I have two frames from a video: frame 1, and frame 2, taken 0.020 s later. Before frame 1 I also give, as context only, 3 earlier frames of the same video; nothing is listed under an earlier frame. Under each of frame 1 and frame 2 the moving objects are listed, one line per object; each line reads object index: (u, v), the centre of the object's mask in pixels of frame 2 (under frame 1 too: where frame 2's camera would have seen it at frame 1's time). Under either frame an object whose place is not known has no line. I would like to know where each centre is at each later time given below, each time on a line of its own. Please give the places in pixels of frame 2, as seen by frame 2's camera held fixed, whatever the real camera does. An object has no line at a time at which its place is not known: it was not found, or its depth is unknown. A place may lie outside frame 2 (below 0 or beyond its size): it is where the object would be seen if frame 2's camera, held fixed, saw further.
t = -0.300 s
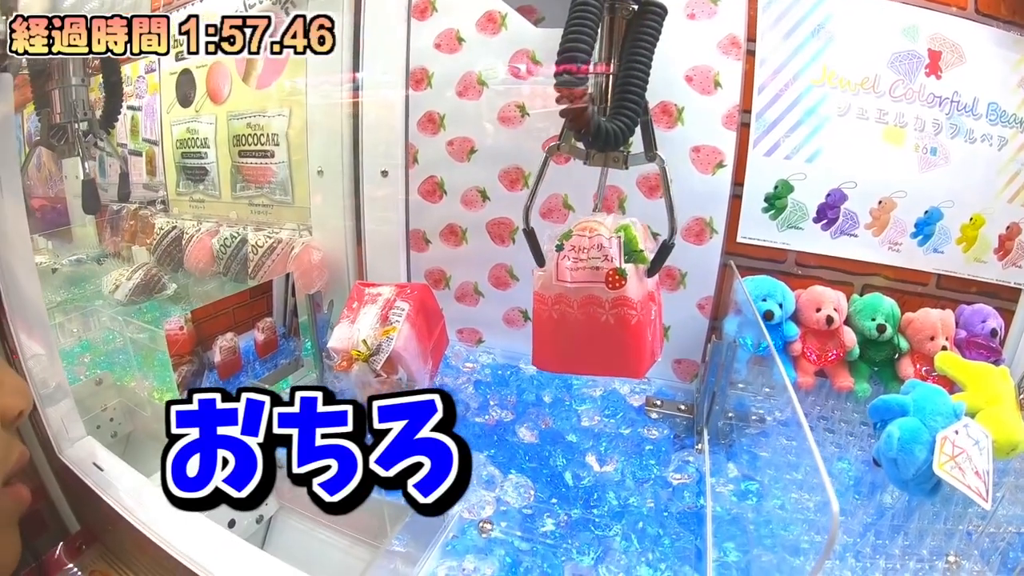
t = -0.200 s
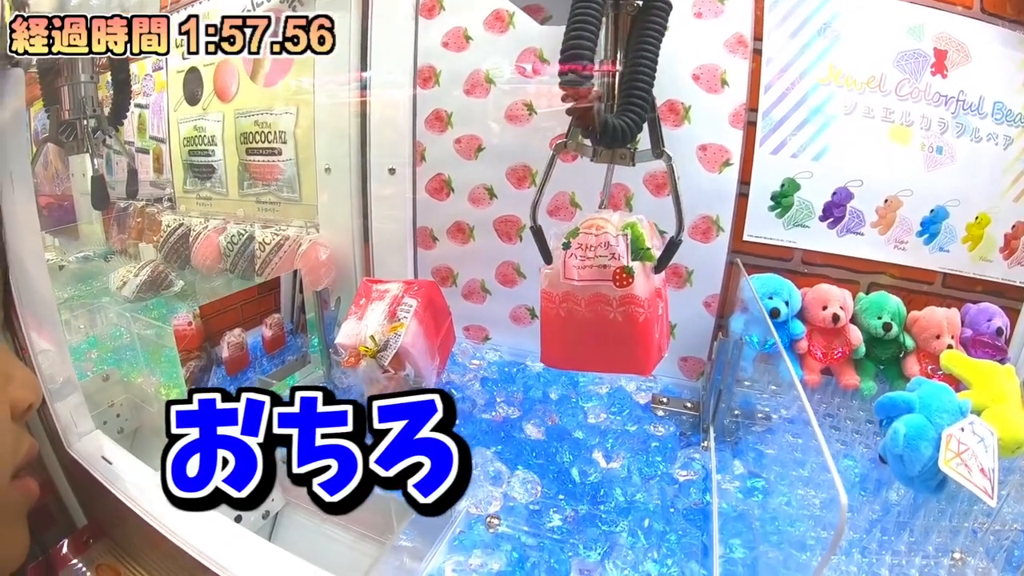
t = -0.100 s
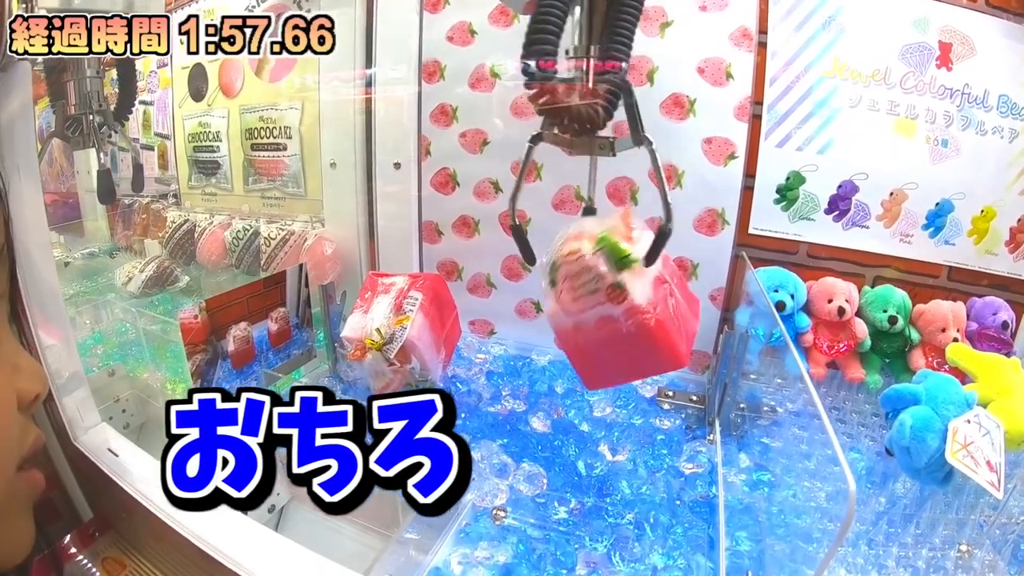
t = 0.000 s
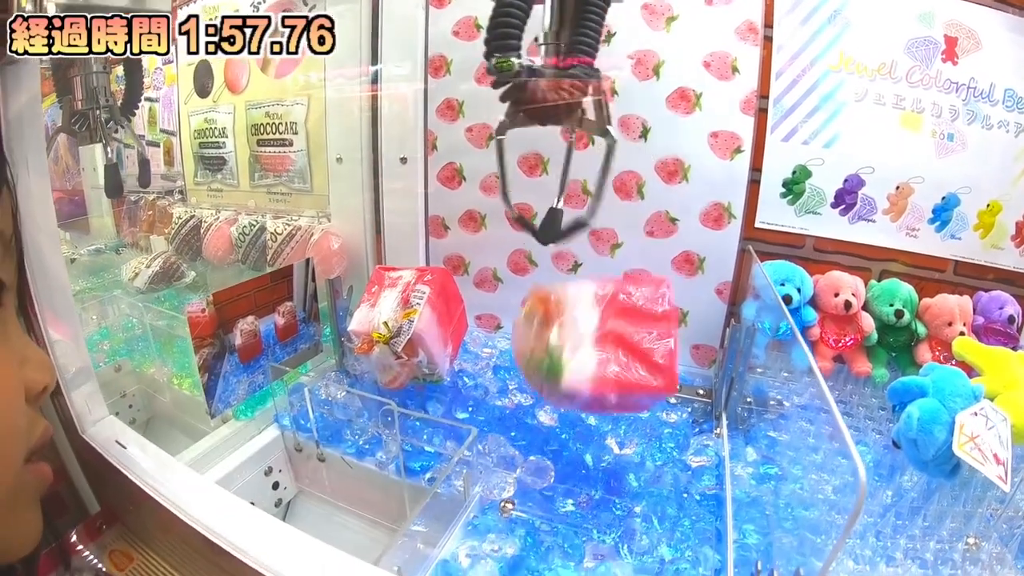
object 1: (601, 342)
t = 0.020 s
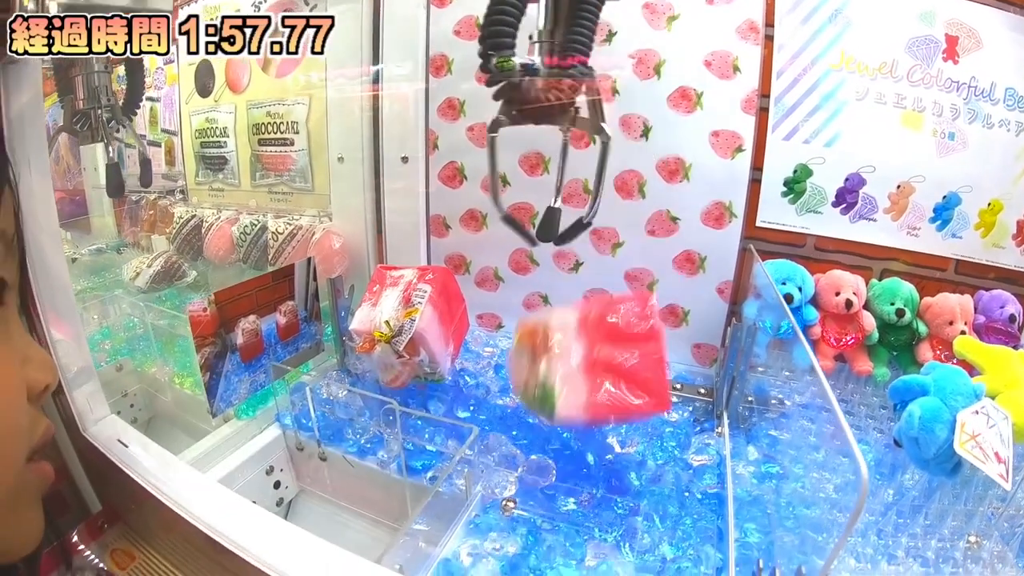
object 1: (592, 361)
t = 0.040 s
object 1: (582, 387)
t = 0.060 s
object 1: (563, 387)
